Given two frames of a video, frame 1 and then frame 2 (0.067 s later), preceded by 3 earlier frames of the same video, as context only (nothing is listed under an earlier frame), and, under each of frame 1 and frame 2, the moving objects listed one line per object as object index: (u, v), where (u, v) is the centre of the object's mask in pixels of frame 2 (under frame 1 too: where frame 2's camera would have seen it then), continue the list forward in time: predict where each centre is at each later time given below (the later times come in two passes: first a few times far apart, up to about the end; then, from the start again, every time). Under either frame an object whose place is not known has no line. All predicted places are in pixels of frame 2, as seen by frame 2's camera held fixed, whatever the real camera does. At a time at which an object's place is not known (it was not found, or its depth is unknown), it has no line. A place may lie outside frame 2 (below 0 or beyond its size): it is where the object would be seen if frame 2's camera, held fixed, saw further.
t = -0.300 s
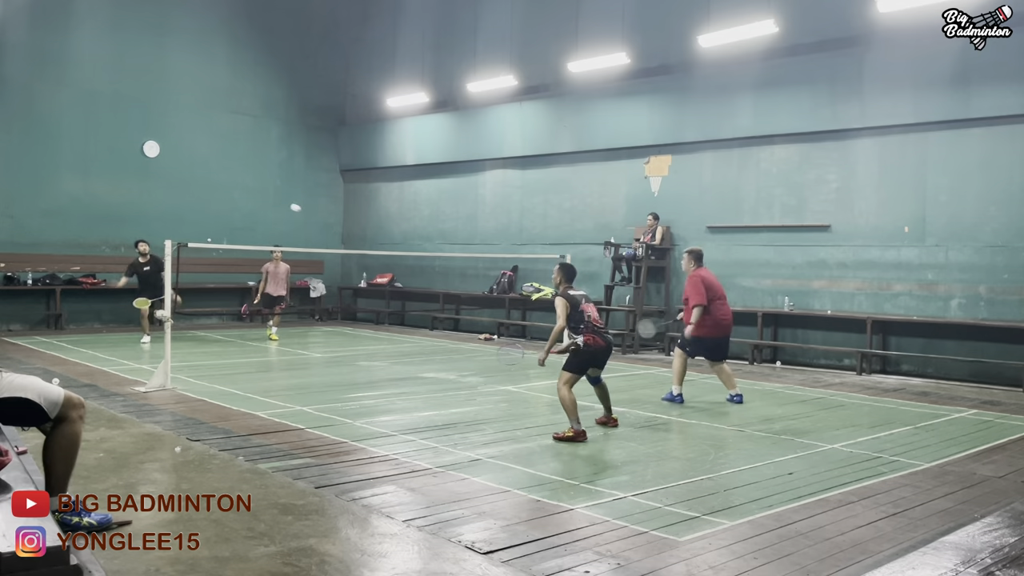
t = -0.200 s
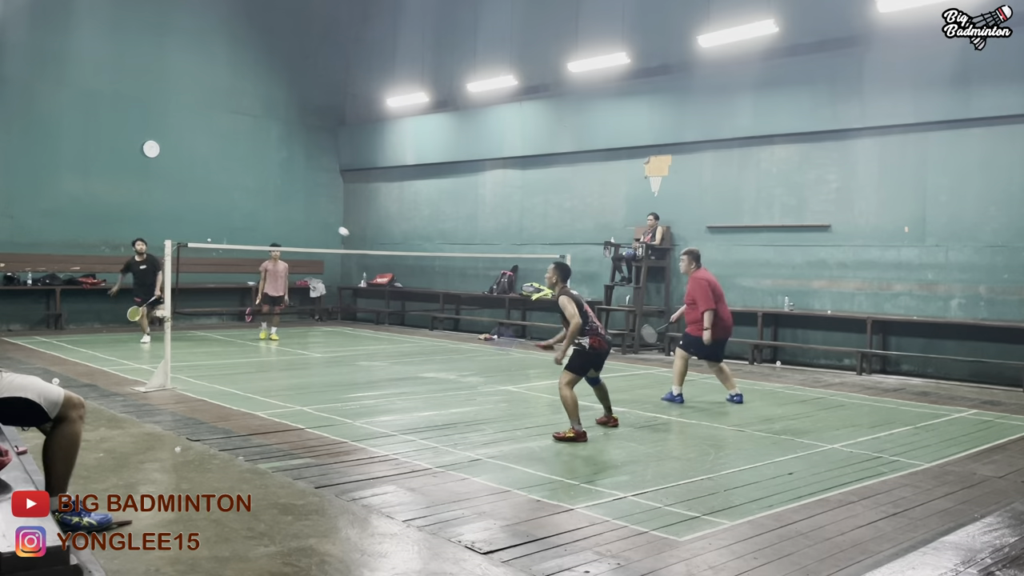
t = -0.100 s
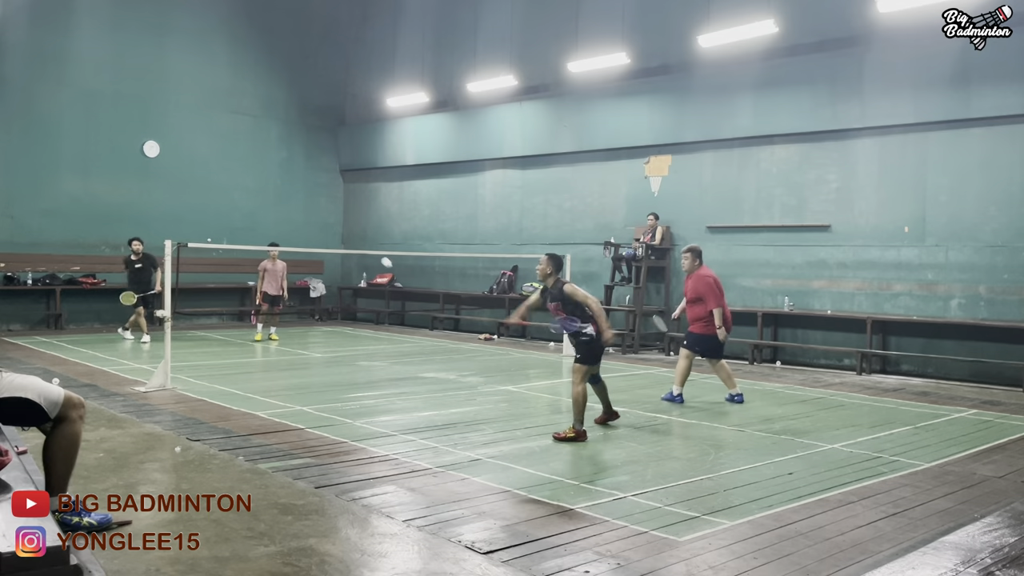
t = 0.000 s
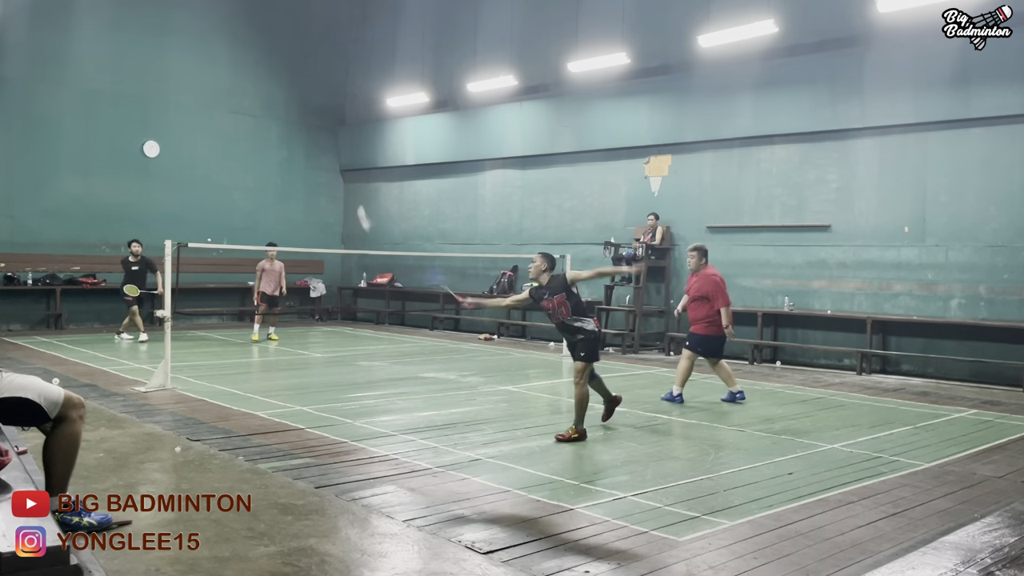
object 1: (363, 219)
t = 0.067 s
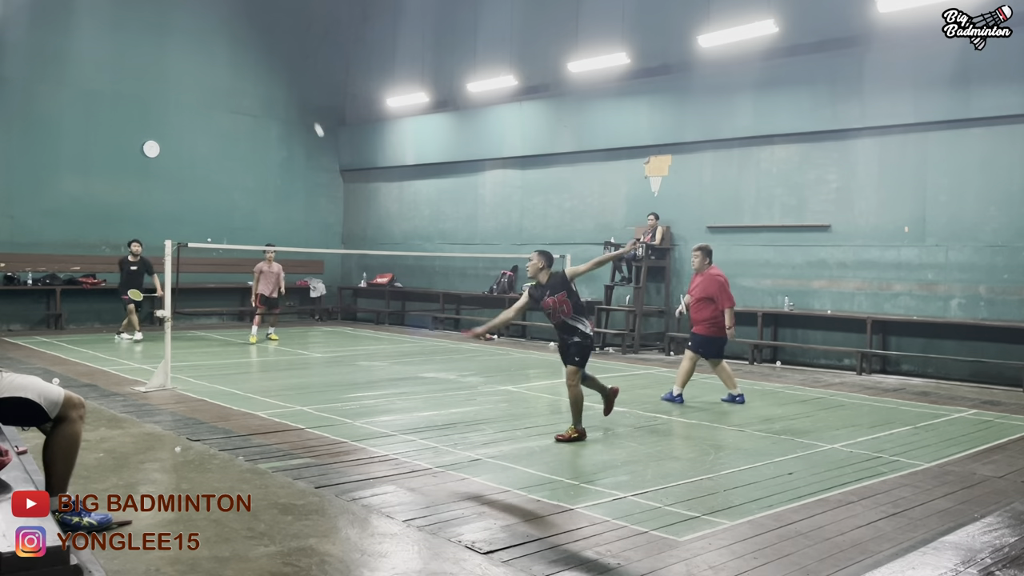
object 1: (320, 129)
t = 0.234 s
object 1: (271, 52)
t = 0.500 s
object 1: (242, 33)
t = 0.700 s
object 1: (229, 51)
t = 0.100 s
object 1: (304, 105)
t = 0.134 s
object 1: (294, 86)
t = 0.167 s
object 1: (285, 72)
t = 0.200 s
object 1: (278, 61)
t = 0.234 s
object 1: (271, 52)
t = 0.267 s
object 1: (266, 46)
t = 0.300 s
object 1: (261, 41)
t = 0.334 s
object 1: (257, 37)
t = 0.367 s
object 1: (253, 34)
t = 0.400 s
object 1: (250, 33)
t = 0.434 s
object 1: (247, 32)
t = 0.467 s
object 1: (244, 32)
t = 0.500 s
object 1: (242, 33)
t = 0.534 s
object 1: (239, 35)
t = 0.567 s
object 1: (237, 36)
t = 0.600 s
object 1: (235, 39)
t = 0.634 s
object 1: (233, 42)
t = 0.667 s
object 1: (231, 46)
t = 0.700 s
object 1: (229, 51)
